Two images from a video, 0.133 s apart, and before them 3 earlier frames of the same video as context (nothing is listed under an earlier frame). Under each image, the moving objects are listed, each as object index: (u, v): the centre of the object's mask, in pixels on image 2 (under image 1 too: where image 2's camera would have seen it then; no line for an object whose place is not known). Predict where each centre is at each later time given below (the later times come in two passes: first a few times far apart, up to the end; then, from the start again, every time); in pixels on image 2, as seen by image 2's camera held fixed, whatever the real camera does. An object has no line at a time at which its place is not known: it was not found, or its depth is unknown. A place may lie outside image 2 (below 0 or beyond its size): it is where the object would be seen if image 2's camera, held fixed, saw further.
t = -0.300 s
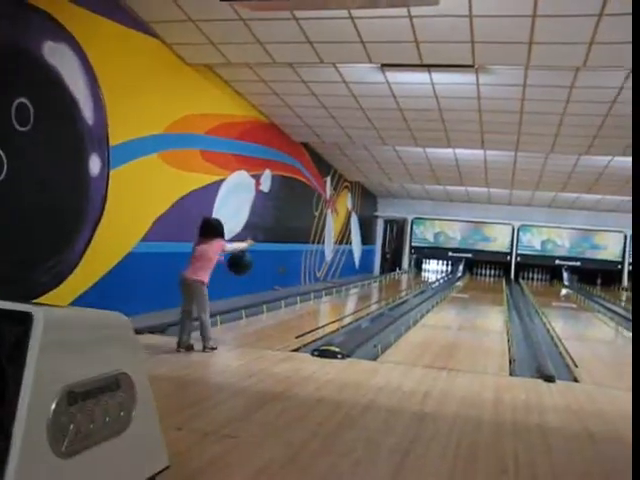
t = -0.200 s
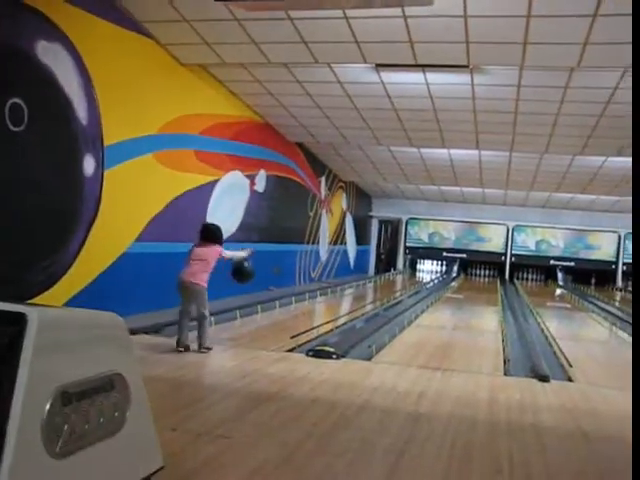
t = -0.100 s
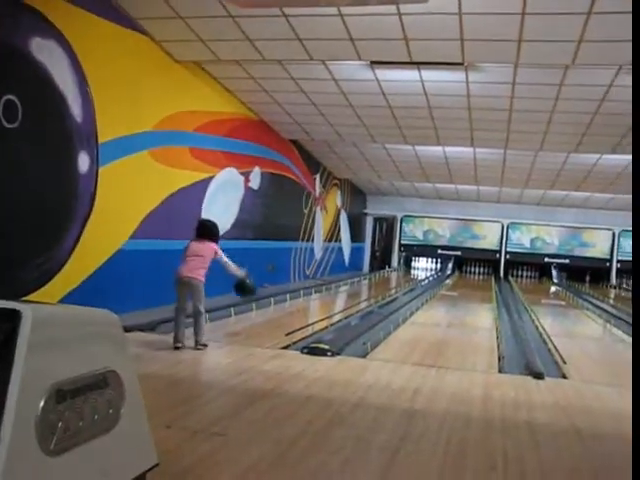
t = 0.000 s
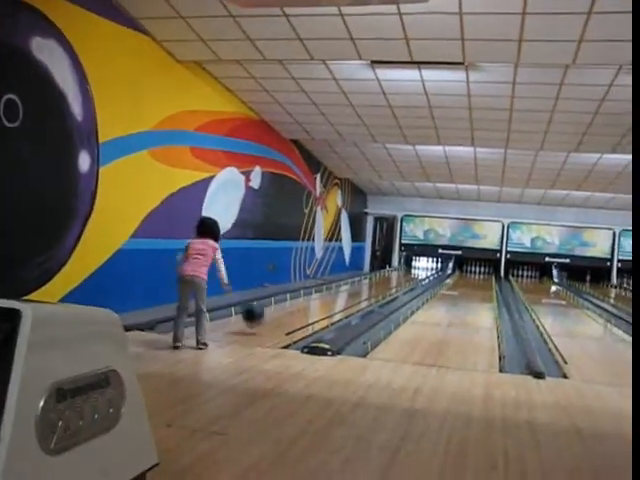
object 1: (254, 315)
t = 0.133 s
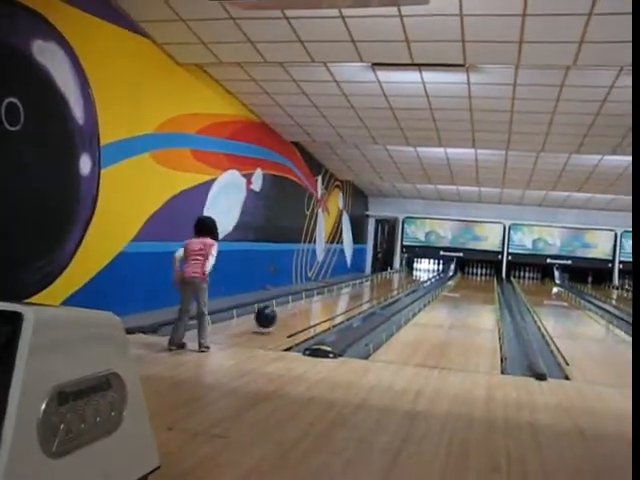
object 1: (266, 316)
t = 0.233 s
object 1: (273, 319)
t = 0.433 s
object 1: (286, 318)
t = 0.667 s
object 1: (301, 315)
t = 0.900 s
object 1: (314, 312)
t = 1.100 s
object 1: (325, 310)
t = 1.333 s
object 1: (337, 308)
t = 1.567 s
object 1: (346, 306)
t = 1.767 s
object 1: (347, 304)
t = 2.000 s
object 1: (349, 302)
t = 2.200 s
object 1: (350, 301)
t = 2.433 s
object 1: (352, 299)
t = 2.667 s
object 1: (355, 296)
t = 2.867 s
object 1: (356, 295)
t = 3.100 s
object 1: (358, 294)
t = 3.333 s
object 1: (360, 292)
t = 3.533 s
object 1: (362, 291)
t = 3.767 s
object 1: (363, 290)
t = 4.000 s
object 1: (366, 288)
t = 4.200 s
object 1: (366, 287)
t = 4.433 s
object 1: (368, 286)
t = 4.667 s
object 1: (370, 285)
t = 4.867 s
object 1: (371, 285)
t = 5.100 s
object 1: (372, 284)
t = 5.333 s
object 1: (374, 283)
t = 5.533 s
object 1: (374, 282)
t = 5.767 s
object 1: (375, 282)
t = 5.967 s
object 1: (375, 281)
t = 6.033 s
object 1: (375, 281)
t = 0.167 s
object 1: (268, 316)
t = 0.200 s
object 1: (271, 317)
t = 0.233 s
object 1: (273, 319)
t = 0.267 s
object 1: (275, 320)
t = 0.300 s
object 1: (278, 320)
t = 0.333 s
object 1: (280, 319)
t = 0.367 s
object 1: (282, 319)
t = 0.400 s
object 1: (284, 318)
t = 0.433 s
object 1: (286, 318)
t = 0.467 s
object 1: (289, 317)
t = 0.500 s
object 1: (291, 317)
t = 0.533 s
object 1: (293, 316)
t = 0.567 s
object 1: (295, 316)
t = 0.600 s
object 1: (297, 316)
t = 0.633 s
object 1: (299, 315)
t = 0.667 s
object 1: (301, 315)
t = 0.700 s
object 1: (303, 314)
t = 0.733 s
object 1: (305, 314)
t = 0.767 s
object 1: (307, 313)
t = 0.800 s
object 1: (309, 313)
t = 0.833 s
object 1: (311, 313)
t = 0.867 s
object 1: (313, 312)
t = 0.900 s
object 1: (314, 312)
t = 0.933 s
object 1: (316, 312)
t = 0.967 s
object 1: (318, 311)
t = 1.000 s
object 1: (320, 311)
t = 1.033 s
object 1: (322, 311)
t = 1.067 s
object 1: (324, 310)
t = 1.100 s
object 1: (325, 310)
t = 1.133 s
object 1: (327, 309)
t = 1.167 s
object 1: (329, 309)
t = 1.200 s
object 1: (330, 309)
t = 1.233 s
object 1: (332, 308)
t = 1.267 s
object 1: (334, 308)
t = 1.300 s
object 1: (336, 308)
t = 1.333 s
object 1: (337, 308)
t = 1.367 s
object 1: (339, 307)
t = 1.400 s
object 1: (341, 308)
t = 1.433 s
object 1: (342, 307)
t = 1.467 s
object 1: (344, 307)
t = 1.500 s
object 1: (345, 307)
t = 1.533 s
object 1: (346, 306)
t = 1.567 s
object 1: (346, 306)
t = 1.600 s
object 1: (346, 306)
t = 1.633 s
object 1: (346, 306)
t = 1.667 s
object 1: (346, 305)
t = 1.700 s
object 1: (347, 305)
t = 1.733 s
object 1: (346, 305)
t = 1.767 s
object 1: (347, 304)
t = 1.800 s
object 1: (347, 304)
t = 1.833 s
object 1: (347, 304)
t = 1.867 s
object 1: (347, 303)
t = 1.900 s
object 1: (348, 303)
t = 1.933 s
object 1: (348, 303)
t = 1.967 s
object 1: (348, 302)
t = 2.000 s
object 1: (349, 302)
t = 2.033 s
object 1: (349, 302)
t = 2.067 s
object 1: (349, 302)
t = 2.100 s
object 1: (349, 302)
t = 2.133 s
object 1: (350, 301)
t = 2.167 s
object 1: (350, 301)
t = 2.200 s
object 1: (350, 301)
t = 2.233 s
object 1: (351, 300)
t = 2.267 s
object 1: (351, 300)
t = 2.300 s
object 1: (351, 300)
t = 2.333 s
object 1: (352, 299)
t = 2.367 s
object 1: (352, 299)
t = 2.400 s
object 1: (352, 299)
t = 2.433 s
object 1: (352, 299)
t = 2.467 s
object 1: (353, 298)
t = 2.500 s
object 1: (353, 298)
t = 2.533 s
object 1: (353, 298)
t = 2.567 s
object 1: (353, 298)
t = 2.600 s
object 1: (354, 297)
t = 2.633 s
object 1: (354, 297)
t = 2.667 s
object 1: (355, 296)
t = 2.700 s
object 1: (354, 296)
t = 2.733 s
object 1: (355, 296)
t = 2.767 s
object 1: (355, 296)
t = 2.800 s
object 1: (356, 295)
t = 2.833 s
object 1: (355, 295)
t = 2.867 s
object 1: (356, 295)
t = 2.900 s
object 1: (356, 295)
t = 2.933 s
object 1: (356, 295)
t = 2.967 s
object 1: (357, 294)
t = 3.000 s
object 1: (357, 294)
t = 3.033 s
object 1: (357, 294)
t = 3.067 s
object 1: (357, 294)
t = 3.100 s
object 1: (358, 294)
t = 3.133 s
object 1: (358, 293)
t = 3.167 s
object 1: (359, 293)
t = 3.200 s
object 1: (359, 293)
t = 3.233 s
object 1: (359, 292)
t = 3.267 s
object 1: (360, 292)
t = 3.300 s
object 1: (360, 292)
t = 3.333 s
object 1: (360, 292)
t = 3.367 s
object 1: (360, 292)
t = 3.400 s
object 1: (361, 291)
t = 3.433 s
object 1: (361, 291)
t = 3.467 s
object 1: (361, 291)
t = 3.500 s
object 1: (361, 291)
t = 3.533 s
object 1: (362, 291)
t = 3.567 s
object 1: (362, 291)
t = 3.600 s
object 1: (363, 291)
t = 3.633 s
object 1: (363, 290)
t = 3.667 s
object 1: (363, 290)
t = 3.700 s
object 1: (363, 290)
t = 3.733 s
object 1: (363, 290)
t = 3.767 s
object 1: (363, 290)
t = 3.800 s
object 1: (364, 290)
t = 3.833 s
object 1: (364, 289)
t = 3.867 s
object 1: (365, 289)
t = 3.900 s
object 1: (365, 288)
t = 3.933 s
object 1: (365, 288)
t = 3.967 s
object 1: (366, 288)
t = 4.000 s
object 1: (366, 288)
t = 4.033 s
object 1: (366, 288)
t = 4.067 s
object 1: (366, 288)
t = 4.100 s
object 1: (366, 288)
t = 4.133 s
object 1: (366, 288)
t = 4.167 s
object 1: (367, 287)
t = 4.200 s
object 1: (366, 287)
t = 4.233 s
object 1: (367, 287)
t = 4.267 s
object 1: (367, 287)
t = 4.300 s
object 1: (367, 287)
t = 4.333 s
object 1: (367, 287)
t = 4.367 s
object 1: (367, 286)
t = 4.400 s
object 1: (368, 286)
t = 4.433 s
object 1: (368, 286)
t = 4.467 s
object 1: (368, 286)
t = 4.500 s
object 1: (368, 286)
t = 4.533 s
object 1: (369, 286)
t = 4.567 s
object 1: (369, 285)
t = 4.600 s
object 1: (370, 285)
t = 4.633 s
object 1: (370, 285)
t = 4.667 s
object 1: (370, 285)
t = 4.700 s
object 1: (370, 285)
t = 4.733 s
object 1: (370, 285)
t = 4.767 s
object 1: (370, 285)
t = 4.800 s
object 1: (371, 285)
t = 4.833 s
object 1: (371, 285)
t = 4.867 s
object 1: (371, 285)
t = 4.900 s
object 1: (372, 284)
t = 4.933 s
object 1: (372, 285)
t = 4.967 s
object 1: (372, 284)
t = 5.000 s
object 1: (372, 284)
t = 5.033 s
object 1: (372, 284)
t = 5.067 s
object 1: (372, 284)
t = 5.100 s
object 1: (372, 284)
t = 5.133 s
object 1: (373, 283)
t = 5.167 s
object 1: (373, 283)
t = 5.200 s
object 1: (373, 283)
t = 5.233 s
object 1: (373, 283)
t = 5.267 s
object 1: (373, 283)
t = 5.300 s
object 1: (374, 283)
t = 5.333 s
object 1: (374, 283)
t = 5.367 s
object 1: (374, 283)
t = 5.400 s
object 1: (374, 283)
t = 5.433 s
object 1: (374, 283)
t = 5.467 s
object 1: (374, 282)
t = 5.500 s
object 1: (374, 282)
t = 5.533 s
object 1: (374, 282)
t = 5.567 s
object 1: (374, 283)
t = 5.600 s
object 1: (375, 282)
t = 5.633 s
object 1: (375, 282)
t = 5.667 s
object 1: (375, 282)
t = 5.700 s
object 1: (375, 282)
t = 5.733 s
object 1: (375, 282)
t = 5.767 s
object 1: (375, 282)
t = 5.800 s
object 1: (375, 281)
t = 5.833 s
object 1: (375, 281)
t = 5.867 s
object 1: (375, 281)
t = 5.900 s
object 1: (375, 281)
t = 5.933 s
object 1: (375, 281)
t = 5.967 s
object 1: (375, 281)
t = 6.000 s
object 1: (375, 281)
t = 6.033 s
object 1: (375, 281)
